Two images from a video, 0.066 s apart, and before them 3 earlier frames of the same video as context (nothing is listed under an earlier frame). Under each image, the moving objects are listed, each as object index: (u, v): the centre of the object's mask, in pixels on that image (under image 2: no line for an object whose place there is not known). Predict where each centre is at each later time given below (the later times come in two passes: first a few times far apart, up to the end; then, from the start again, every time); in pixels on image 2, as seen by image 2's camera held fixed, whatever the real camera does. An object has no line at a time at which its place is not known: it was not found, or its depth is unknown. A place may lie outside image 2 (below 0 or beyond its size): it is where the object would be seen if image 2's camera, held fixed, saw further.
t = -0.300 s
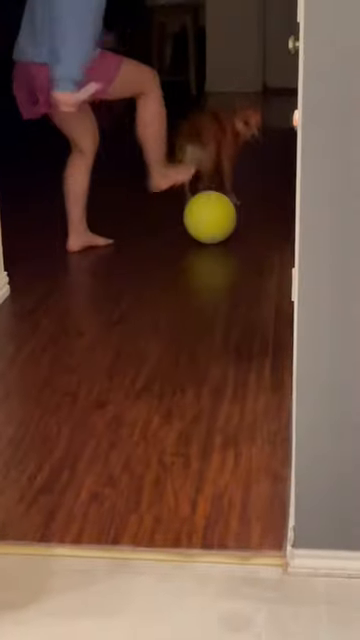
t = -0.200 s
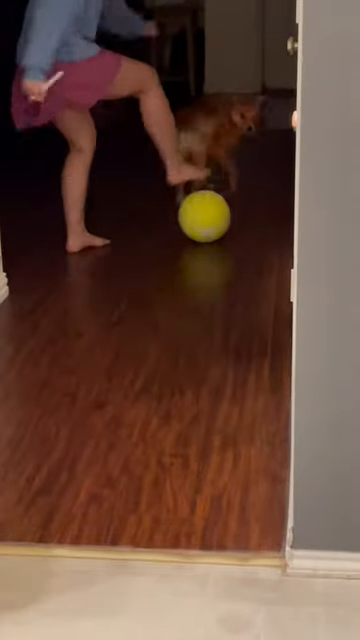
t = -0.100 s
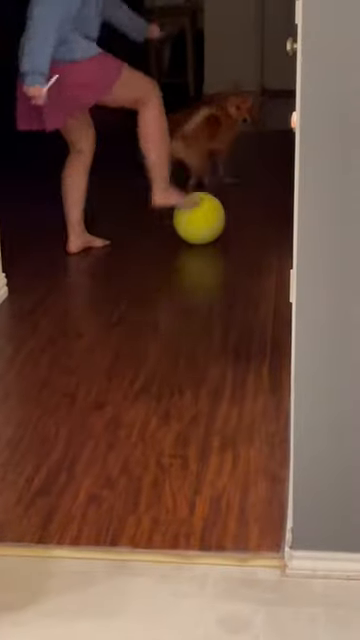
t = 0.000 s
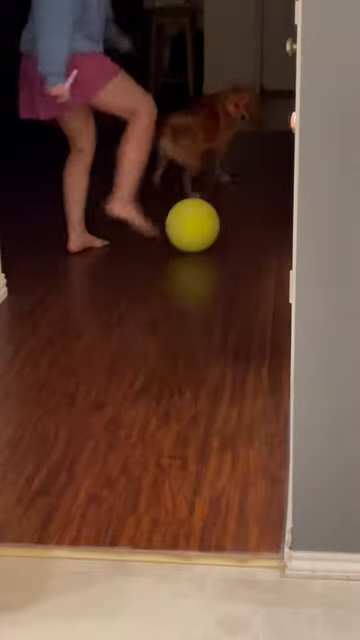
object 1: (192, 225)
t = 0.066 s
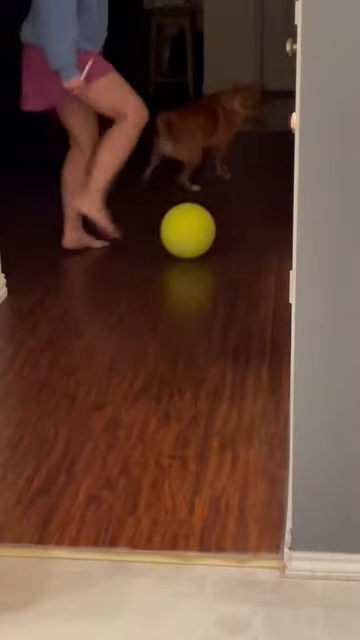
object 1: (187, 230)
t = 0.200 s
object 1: (179, 241)
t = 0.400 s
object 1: (166, 258)
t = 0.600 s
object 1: (152, 278)
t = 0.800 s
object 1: (138, 299)
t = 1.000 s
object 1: (124, 323)
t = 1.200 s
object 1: (110, 350)
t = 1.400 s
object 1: (98, 380)
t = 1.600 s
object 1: (86, 413)
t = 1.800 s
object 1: (73, 452)
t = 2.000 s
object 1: (62, 493)
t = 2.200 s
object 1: (52, 543)
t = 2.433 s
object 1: (37, 624)
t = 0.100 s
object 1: (185, 233)
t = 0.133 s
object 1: (183, 236)
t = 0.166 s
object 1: (181, 239)
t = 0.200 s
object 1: (179, 241)
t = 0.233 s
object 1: (177, 243)
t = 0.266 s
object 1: (175, 246)
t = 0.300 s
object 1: (173, 249)
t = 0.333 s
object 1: (171, 252)
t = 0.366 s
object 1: (169, 255)
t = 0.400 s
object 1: (166, 258)
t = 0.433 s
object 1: (164, 261)
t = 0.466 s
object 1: (162, 264)
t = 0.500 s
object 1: (159, 267)
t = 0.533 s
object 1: (157, 271)
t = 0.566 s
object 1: (155, 274)
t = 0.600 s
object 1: (152, 278)
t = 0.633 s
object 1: (150, 281)
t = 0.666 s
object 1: (147, 285)
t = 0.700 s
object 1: (145, 288)
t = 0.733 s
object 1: (142, 292)
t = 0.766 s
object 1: (140, 296)
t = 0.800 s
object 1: (138, 299)
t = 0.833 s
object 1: (135, 303)
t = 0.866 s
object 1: (133, 307)
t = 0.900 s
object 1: (131, 310)
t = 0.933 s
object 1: (129, 314)
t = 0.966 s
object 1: (126, 318)
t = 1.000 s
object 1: (124, 323)
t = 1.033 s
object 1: (121, 327)
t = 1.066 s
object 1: (119, 331)
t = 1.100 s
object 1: (117, 336)
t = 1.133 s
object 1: (114, 340)
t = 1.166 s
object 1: (112, 345)
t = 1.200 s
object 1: (110, 350)
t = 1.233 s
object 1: (108, 355)
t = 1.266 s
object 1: (105, 360)
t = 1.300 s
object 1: (103, 365)
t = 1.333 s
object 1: (102, 370)
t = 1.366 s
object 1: (99, 374)
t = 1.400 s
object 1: (98, 380)
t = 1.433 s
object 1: (96, 385)
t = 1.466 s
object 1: (94, 390)
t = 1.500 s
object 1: (92, 396)
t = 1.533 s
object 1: (90, 401)
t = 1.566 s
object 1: (88, 407)
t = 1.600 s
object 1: (86, 413)
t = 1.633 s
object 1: (84, 419)
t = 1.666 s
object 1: (82, 425)
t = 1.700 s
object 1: (79, 432)
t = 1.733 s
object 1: (77, 438)
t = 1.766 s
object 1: (75, 445)
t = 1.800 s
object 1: (73, 452)
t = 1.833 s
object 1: (71, 459)
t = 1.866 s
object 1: (69, 466)
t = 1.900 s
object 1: (67, 472)
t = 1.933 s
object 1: (65, 479)
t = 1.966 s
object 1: (64, 486)
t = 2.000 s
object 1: (62, 493)
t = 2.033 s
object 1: (61, 500)
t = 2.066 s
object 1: (59, 508)
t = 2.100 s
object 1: (58, 520)
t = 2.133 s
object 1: (56, 530)
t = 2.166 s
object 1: (54, 535)
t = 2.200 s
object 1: (52, 543)
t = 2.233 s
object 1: (50, 557)
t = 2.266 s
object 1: (48, 565)
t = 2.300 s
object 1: (45, 575)
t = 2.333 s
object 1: (43, 590)
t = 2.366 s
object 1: (41, 598)
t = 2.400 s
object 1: (38, 610)
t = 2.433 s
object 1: (37, 624)
